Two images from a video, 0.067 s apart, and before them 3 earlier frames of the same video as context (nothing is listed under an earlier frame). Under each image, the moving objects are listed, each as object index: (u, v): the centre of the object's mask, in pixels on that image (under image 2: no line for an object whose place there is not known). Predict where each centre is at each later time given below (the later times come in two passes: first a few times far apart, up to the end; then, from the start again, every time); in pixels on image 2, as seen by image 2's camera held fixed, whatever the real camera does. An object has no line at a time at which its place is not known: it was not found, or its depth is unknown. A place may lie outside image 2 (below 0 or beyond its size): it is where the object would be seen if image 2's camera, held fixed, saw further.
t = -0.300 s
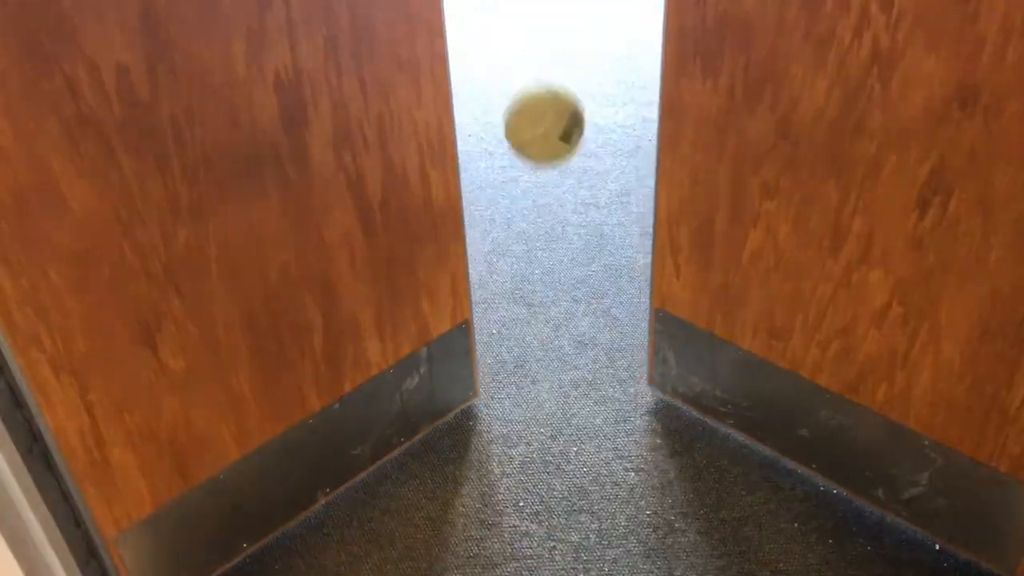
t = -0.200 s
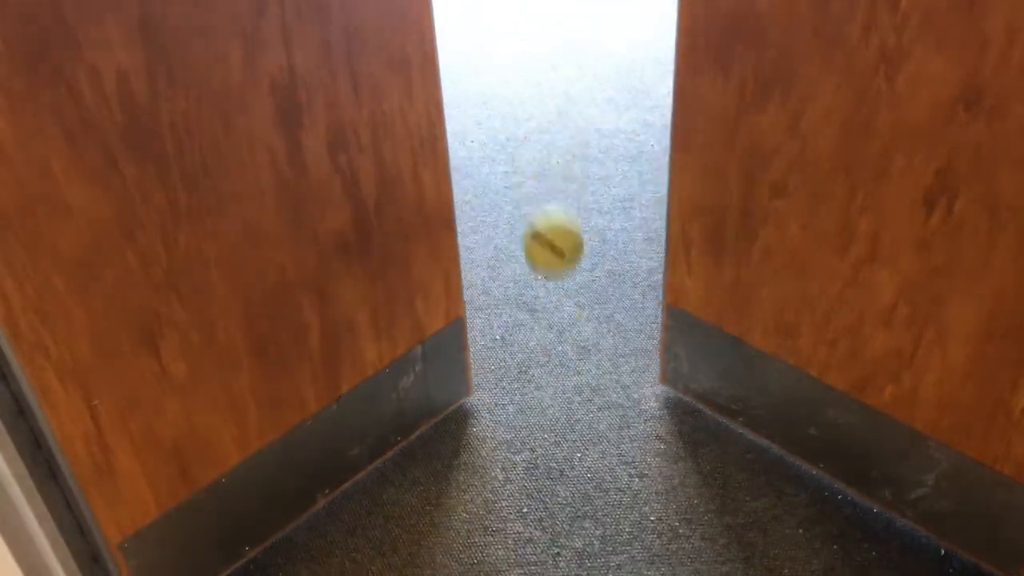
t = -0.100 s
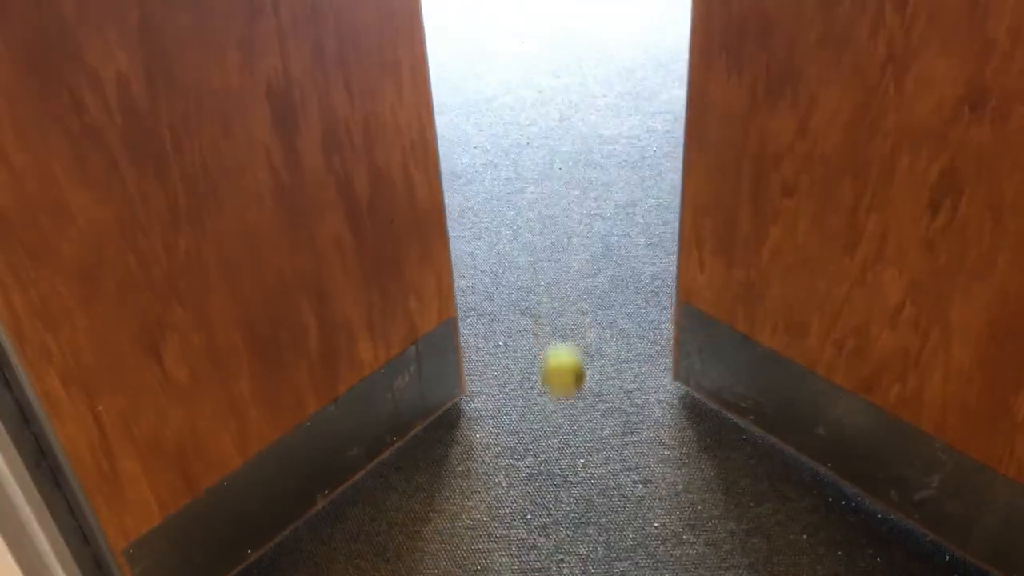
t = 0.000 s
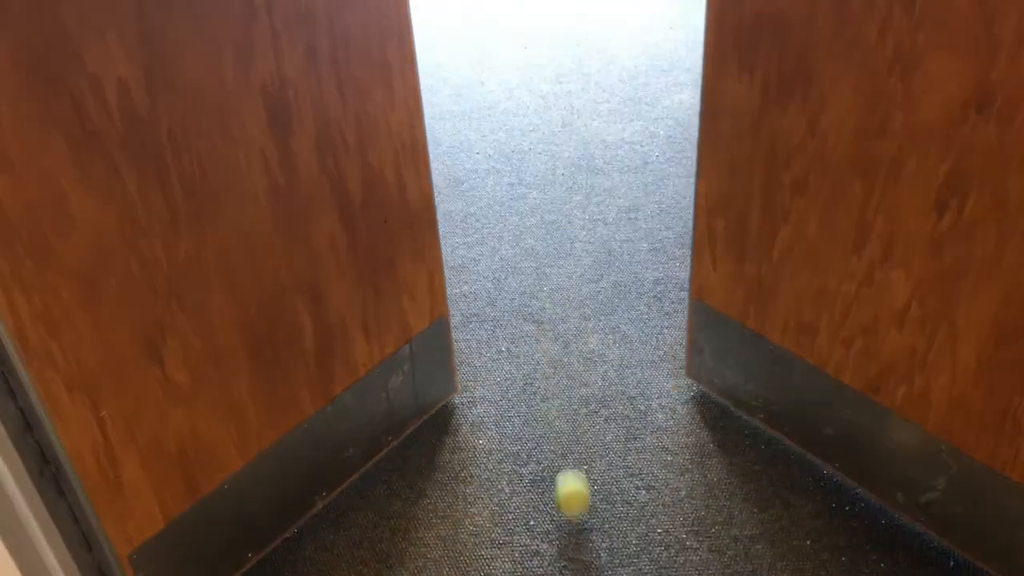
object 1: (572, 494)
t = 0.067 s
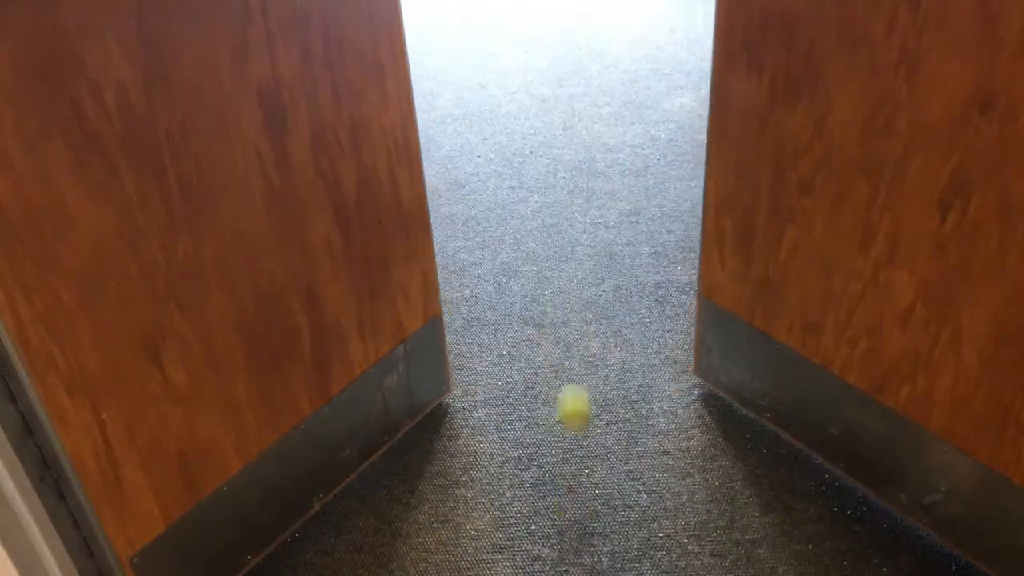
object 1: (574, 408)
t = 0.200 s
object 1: (578, 218)
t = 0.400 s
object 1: (587, 82)
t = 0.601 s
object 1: (598, 138)
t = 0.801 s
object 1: (607, 192)
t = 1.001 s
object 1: (621, 70)
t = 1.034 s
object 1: (623, 64)
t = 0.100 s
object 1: (575, 353)
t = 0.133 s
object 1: (576, 306)
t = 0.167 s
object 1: (577, 259)
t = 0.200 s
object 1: (578, 218)
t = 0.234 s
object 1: (579, 181)
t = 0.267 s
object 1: (580, 150)
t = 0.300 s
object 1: (582, 123)
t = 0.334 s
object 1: (583, 104)
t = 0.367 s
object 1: (585, 89)
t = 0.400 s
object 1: (587, 82)
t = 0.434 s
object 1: (589, 79)
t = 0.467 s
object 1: (591, 82)
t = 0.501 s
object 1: (592, 89)
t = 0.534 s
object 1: (594, 100)
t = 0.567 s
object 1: (596, 118)
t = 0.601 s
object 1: (598, 138)
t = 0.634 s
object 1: (598, 162)
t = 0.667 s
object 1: (600, 187)
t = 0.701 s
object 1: (601, 215)
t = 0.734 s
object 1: (603, 245)
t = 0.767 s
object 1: (605, 225)
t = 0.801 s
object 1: (607, 192)
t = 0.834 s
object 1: (609, 162)
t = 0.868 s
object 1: (612, 135)
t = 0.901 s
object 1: (614, 112)
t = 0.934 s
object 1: (616, 94)
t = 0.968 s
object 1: (618, 80)
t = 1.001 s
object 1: (621, 70)
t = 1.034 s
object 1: (623, 64)
